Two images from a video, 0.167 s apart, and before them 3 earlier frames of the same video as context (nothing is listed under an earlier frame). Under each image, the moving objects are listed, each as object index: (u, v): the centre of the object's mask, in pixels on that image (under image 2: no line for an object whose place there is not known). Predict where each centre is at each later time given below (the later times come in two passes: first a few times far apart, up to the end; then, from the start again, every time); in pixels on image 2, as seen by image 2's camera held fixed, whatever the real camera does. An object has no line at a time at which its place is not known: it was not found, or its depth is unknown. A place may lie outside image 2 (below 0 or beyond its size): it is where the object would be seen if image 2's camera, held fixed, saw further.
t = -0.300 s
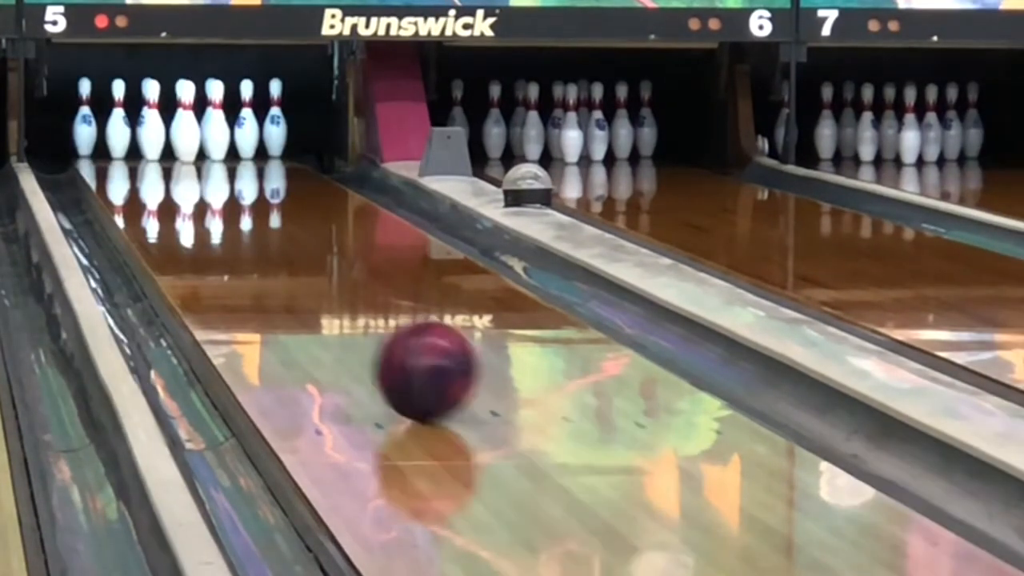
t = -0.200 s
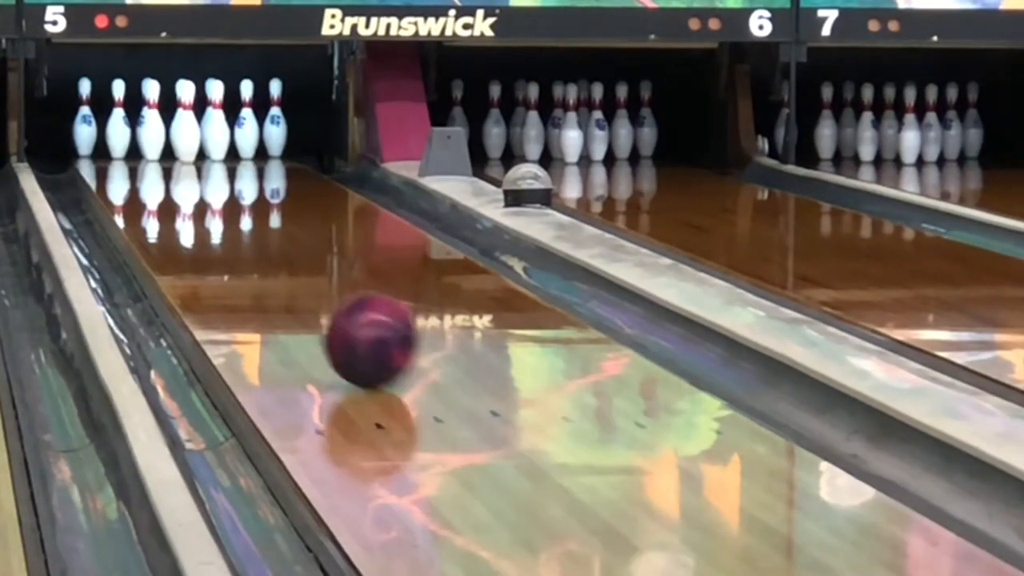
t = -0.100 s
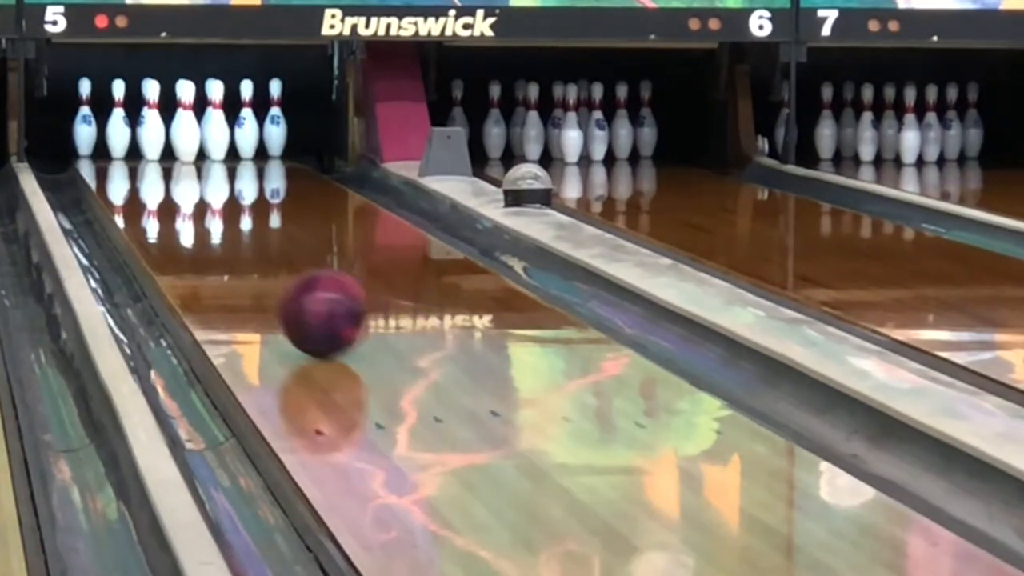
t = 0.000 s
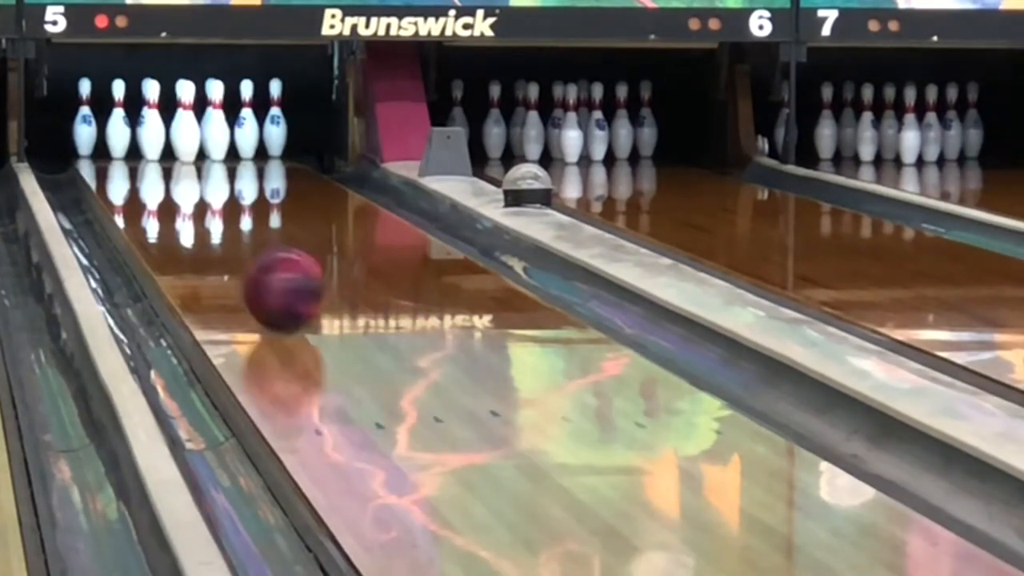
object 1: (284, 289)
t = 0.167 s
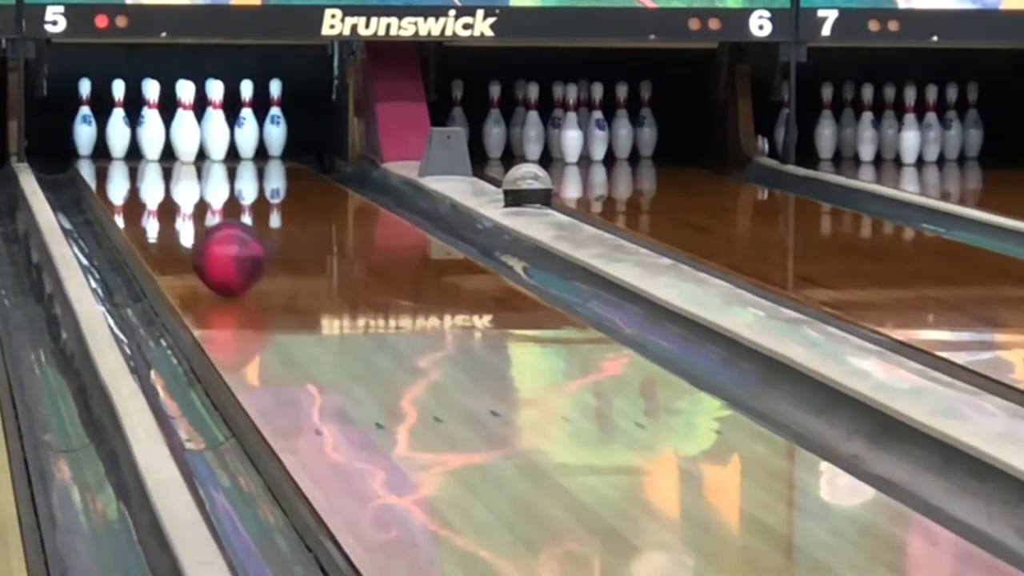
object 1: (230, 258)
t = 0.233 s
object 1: (212, 246)
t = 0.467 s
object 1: (168, 213)
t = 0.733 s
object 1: (145, 185)
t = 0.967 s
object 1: (143, 165)
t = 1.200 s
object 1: (157, 150)
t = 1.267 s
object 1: (162, 145)
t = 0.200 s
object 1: (221, 252)
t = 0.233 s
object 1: (212, 246)
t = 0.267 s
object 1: (205, 240)
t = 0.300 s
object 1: (197, 236)
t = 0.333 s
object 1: (191, 231)
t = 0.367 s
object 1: (184, 227)
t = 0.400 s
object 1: (179, 222)
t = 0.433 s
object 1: (173, 217)
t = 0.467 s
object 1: (168, 213)
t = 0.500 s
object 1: (163, 209)
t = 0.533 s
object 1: (159, 206)
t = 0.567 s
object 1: (156, 201)
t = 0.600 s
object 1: (153, 198)
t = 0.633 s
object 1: (151, 194)
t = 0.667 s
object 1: (149, 192)
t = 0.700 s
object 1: (147, 188)
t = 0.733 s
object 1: (145, 185)
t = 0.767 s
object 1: (144, 182)
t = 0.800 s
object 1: (143, 178)
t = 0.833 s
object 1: (143, 175)
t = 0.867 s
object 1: (142, 172)
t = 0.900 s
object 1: (142, 169)
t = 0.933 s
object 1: (143, 167)
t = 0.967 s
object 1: (143, 165)
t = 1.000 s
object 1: (145, 162)
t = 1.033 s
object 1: (146, 160)
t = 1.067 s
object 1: (147, 157)
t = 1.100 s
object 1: (149, 156)
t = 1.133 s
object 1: (151, 155)
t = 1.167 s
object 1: (154, 152)
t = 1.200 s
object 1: (157, 150)
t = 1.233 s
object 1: (160, 147)
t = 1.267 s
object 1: (162, 145)
